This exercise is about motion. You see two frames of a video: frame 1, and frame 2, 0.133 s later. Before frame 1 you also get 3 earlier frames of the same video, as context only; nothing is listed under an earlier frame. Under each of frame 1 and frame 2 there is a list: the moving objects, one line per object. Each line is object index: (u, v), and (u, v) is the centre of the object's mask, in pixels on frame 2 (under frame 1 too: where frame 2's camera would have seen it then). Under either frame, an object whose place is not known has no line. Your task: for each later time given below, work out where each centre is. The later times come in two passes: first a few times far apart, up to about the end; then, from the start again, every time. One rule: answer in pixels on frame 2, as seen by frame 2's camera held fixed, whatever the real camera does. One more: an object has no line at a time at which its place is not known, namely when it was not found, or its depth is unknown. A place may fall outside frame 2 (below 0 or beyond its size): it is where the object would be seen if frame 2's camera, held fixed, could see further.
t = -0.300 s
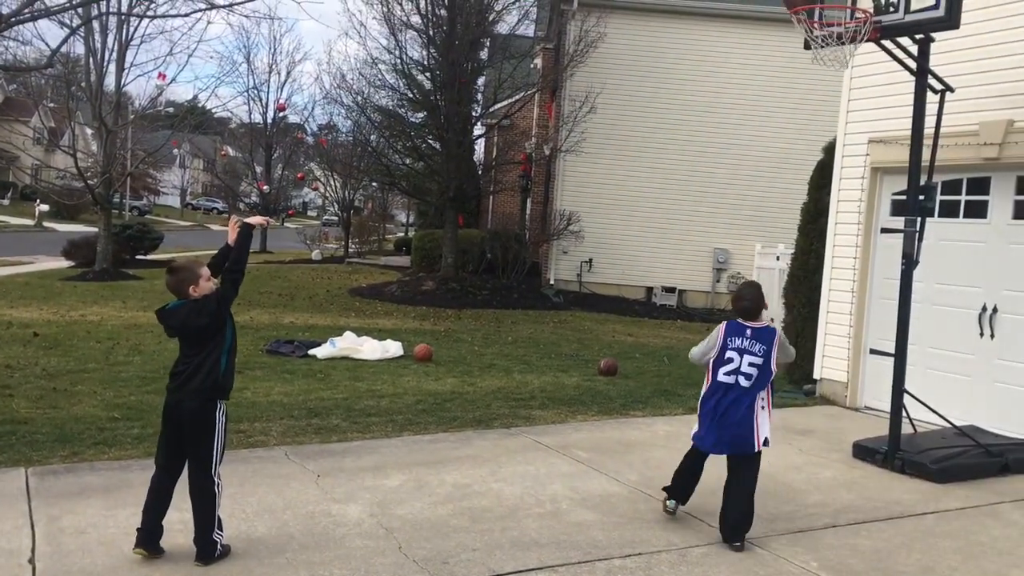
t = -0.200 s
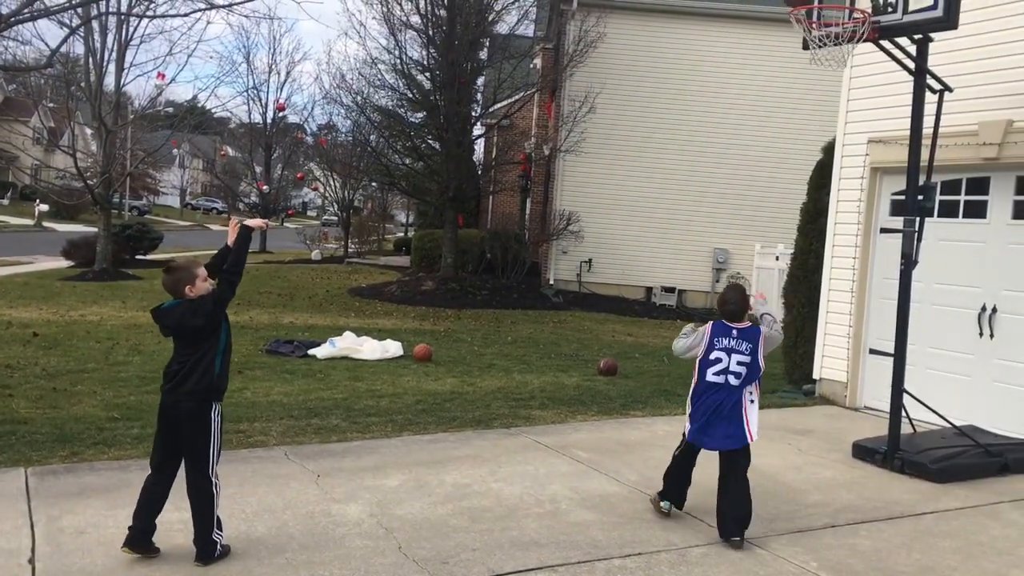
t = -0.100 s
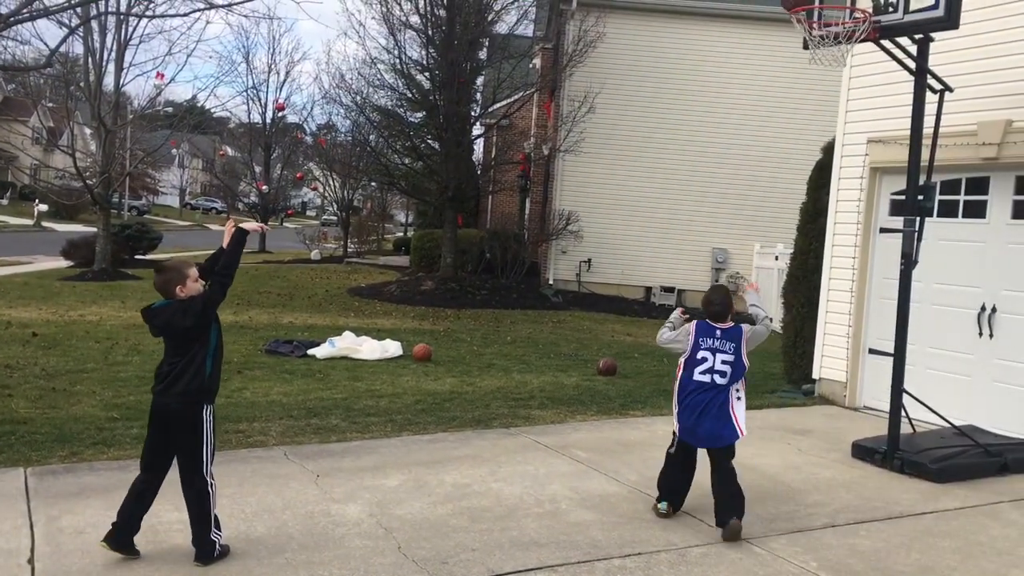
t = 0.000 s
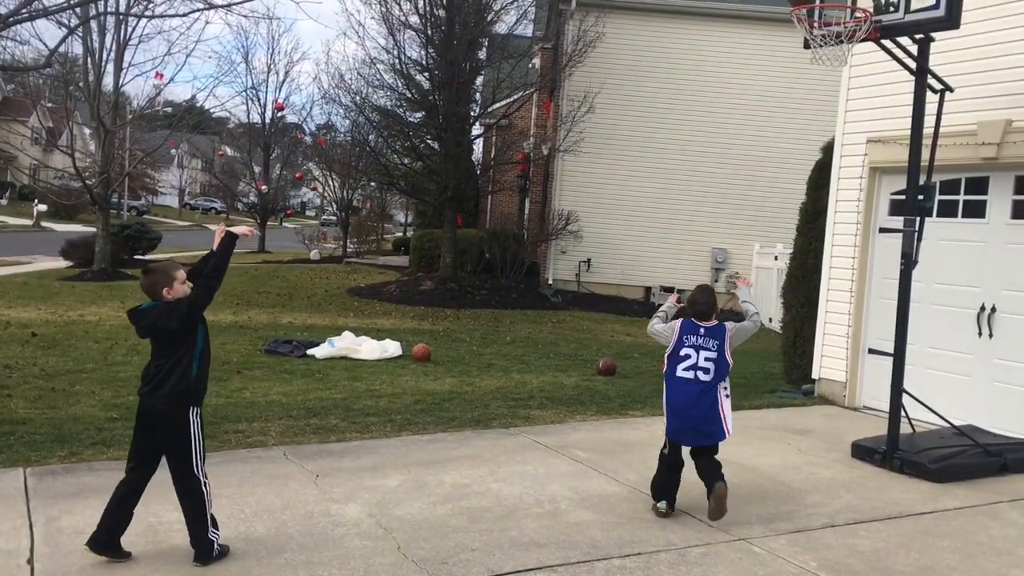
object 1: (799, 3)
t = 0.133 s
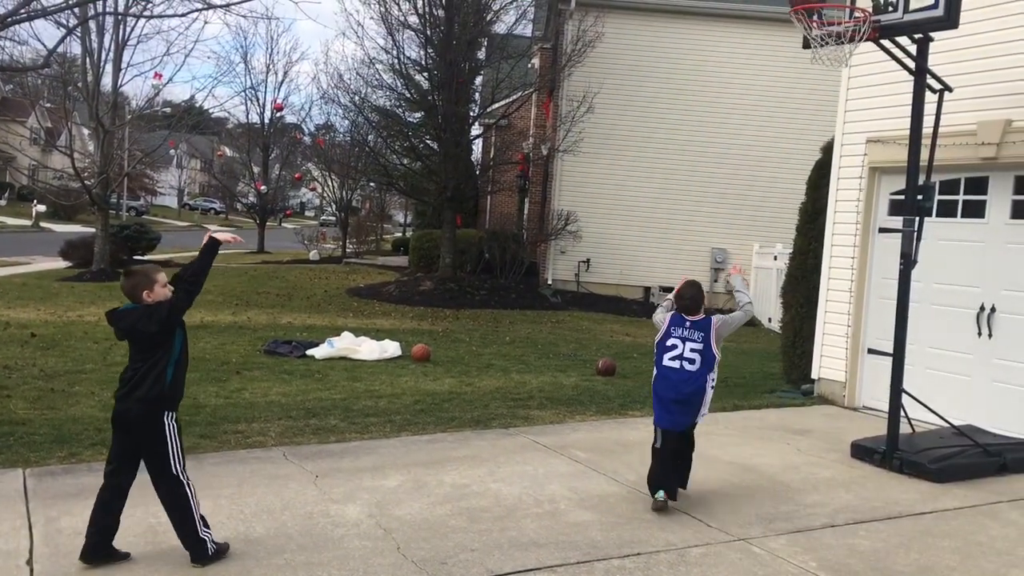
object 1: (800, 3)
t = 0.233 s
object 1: (814, 19)
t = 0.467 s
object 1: (833, 82)
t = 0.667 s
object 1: (848, 185)
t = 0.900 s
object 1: (857, 372)
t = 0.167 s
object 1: (808, 12)
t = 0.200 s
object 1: (812, 13)
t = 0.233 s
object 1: (814, 19)
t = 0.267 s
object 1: (817, 24)
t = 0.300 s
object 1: (820, 30)
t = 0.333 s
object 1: (821, 42)
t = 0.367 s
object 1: (825, 51)
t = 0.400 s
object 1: (828, 67)
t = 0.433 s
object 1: (830, 74)
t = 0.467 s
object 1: (833, 82)
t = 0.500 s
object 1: (836, 95)
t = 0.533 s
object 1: (839, 110)
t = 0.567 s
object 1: (841, 126)
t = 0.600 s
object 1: (844, 144)
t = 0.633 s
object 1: (846, 163)
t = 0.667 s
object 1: (848, 185)
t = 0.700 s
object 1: (849, 207)
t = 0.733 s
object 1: (851, 231)
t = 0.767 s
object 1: (853, 256)
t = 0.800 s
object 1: (854, 283)
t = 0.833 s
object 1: (855, 311)
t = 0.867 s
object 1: (856, 341)
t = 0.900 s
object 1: (857, 372)
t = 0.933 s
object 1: (858, 405)
